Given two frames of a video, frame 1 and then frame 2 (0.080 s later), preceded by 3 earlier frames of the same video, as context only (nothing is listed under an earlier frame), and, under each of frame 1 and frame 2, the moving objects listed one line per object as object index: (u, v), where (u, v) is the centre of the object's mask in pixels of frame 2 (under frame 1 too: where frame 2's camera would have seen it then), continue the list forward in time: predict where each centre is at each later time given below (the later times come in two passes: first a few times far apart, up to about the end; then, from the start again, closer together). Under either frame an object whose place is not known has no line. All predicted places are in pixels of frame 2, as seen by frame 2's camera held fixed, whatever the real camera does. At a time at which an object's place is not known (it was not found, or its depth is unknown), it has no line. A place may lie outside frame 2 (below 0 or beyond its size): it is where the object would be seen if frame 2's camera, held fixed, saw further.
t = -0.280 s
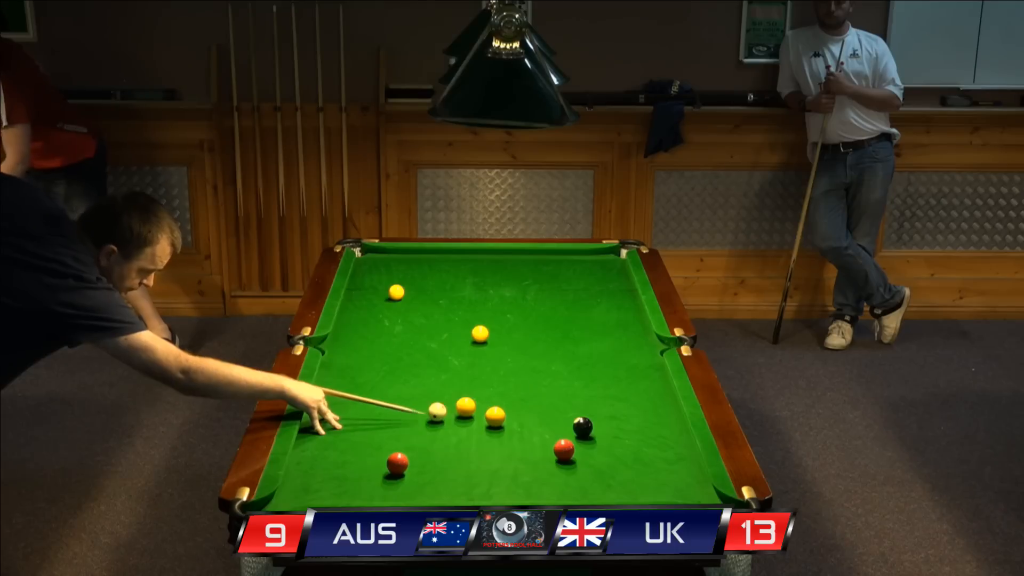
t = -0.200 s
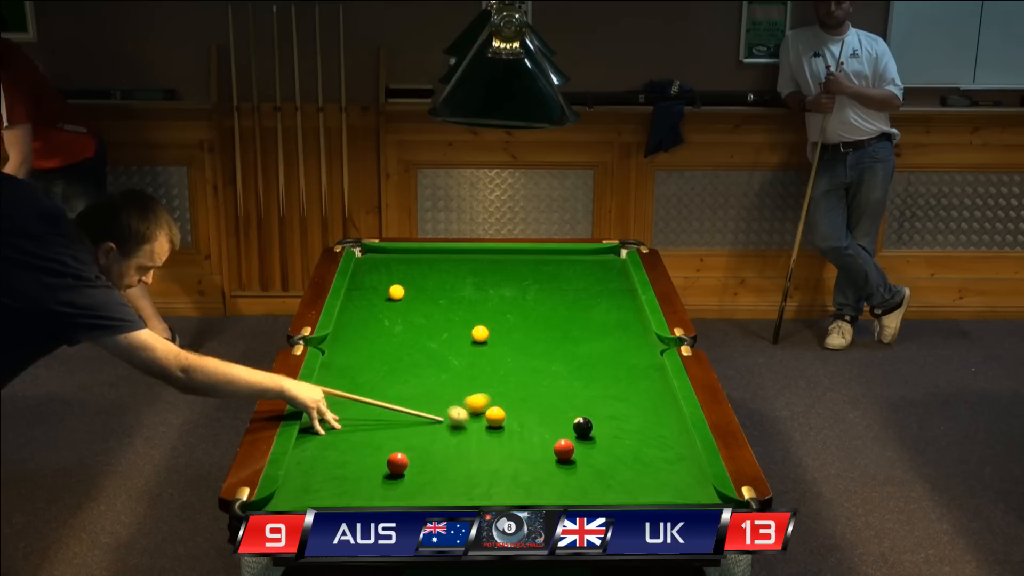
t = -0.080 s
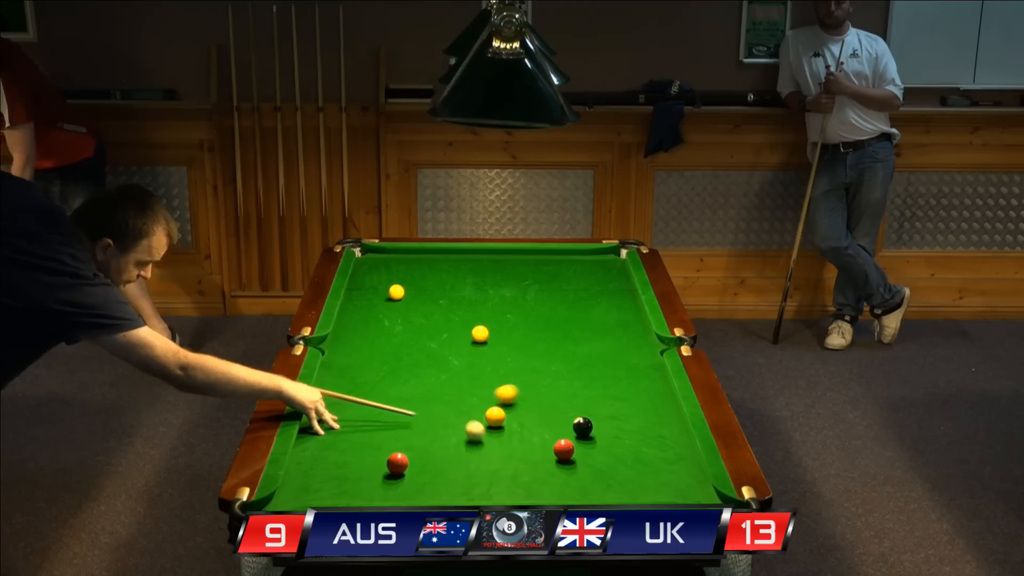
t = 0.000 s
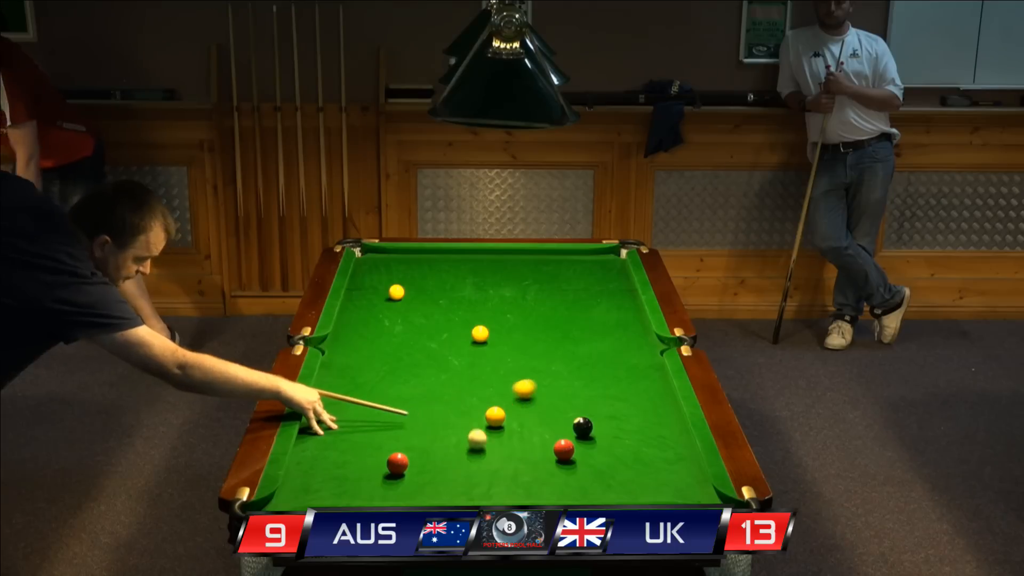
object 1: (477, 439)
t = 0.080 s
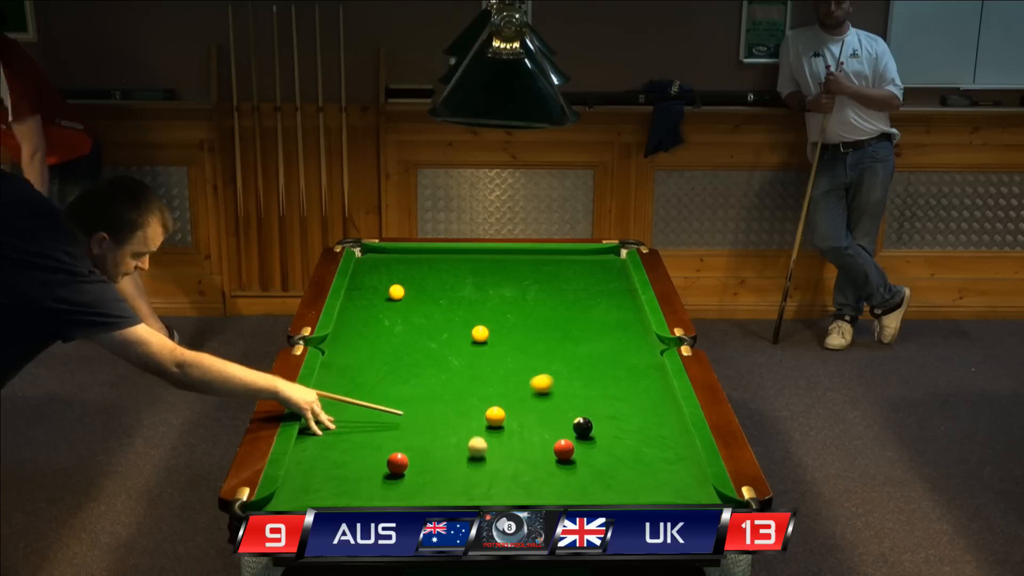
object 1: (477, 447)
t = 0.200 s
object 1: (477, 459)
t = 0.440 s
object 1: (477, 484)
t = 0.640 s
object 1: (476, 495)
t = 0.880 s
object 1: (472, 480)
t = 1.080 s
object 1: (470, 468)
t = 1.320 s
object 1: (467, 454)
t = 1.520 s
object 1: (465, 445)
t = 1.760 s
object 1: (463, 435)
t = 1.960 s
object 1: (462, 428)
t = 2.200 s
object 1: (461, 421)
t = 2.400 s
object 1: (460, 416)
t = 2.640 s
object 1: (460, 411)
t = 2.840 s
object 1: (459, 408)
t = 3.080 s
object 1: (458, 405)
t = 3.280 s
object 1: (457, 403)
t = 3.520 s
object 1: (457, 402)
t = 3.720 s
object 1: (457, 402)
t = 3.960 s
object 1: (457, 402)
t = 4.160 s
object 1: (457, 402)
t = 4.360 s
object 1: (457, 402)
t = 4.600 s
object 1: (457, 402)
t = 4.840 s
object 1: (457, 402)
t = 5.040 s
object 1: (457, 402)
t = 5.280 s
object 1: (457, 402)
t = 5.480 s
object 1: (457, 402)
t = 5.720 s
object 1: (457, 402)
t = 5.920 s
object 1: (457, 402)
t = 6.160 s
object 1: (457, 402)
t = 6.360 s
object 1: (457, 402)
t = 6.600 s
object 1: (457, 402)
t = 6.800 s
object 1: (457, 402)
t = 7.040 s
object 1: (457, 402)
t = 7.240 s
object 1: (457, 403)
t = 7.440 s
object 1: (457, 402)
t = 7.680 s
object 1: (457, 402)
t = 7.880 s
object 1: (457, 403)
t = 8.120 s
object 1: (457, 403)
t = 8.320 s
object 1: (457, 403)
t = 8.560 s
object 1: (457, 403)
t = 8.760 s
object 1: (457, 403)
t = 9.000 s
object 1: (457, 403)
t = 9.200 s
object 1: (457, 403)
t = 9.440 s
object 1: (457, 403)
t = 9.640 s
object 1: (457, 403)
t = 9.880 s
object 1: (457, 403)
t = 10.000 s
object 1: (457, 403)
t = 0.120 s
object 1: (477, 451)
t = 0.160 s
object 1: (477, 455)
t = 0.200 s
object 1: (477, 459)
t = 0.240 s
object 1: (477, 463)
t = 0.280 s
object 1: (478, 467)
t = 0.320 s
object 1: (477, 472)
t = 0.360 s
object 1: (477, 476)
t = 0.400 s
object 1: (477, 479)
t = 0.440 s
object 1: (477, 484)
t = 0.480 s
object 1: (477, 488)
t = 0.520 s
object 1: (477, 491)
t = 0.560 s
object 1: (477, 494)
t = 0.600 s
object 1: (477, 496)
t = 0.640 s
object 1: (476, 495)
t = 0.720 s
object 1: (475, 491)
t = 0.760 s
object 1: (474, 489)
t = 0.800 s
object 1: (473, 486)
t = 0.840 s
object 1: (473, 483)
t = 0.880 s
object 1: (472, 480)
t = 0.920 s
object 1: (472, 478)
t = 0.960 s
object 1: (471, 475)
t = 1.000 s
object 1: (471, 473)
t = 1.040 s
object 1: (470, 470)
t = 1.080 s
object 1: (470, 468)
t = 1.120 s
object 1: (469, 465)
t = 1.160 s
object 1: (469, 463)
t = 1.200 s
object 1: (468, 461)
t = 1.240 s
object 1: (468, 458)
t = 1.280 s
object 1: (467, 456)
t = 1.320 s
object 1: (467, 454)
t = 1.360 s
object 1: (466, 452)
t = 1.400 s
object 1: (466, 450)
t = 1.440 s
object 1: (466, 448)
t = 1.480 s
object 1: (465, 446)
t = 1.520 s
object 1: (465, 445)
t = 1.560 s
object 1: (464, 443)
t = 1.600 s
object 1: (464, 441)
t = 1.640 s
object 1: (464, 440)
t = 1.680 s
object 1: (464, 438)
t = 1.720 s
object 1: (463, 436)
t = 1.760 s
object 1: (463, 435)
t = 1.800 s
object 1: (463, 433)
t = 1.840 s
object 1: (463, 432)
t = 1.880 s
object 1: (462, 431)
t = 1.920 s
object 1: (462, 429)
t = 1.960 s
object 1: (462, 428)
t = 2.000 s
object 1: (462, 427)
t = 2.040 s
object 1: (462, 425)
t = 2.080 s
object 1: (461, 424)
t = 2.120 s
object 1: (461, 423)
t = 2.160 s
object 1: (461, 422)
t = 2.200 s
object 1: (461, 421)
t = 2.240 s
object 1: (461, 419)
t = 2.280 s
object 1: (461, 418)
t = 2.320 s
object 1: (460, 417)
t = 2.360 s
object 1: (460, 417)
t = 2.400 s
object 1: (460, 416)
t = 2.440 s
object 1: (460, 415)
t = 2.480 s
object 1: (460, 414)
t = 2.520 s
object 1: (460, 413)
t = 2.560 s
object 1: (460, 412)
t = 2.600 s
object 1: (460, 411)
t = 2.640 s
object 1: (460, 411)
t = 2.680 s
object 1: (460, 410)
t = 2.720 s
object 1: (459, 409)
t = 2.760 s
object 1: (459, 409)
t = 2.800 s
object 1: (459, 408)
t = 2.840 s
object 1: (459, 408)
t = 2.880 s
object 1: (459, 407)
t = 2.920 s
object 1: (459, 407)
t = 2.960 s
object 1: (458, 406)
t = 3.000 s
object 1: (458, 406)
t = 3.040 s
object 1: (458, 405)
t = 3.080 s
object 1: (458, 405)
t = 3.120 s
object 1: (458, 404)
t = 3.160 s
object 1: (457, 404)
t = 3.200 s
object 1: (457, 404)
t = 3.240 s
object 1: (457, 404)
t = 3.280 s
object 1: (457, 403)
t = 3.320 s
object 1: (457, 403)
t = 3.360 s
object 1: (457, 403)
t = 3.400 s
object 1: (457, 403)
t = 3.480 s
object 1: (457, 403)
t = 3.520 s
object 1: (457, 402)
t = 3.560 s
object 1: (457, 402)
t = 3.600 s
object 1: (456, 402)
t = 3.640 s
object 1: (456, 402)
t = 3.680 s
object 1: (457, 402)
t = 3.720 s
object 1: (457, 402)
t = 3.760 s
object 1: (457, 402)
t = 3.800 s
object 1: (457, 402)
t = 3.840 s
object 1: (457, 402)
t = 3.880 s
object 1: (457, 402)
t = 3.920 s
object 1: (457, 402)
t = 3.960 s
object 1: (457, 402)
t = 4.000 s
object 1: (457, 402)
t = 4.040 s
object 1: (457, 402)
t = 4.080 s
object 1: (457, 402)
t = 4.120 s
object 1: (457, 402)
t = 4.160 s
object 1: (457, 402)
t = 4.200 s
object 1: (457, 402)
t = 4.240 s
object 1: (457, 402)
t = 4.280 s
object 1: (457, 402)
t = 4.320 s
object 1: (457, 402)
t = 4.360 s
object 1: (457, 402)
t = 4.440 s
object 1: (457, 402)
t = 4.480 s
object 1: (457, 402)
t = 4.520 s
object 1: (457, 402)
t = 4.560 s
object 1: (457, 402)
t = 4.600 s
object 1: (457, 402)
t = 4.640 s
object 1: (457, 402)
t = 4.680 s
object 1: (457, 402)
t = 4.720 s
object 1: (457, 402)
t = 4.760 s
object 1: (457, 402)
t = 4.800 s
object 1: (457, 402)
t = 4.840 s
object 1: (457, 402)
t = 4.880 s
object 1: (457, 402)
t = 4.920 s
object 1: (457, 402)
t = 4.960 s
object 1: (457, 402)
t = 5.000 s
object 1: (457, 402)
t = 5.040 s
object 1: (457, 402)
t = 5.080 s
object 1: (457, 402)
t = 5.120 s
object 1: (457, 402)
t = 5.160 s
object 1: (457, 402)
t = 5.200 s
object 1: (457, 402)
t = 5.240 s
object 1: (457, 402)
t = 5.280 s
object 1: (457, 402)
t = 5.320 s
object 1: (457, 402)
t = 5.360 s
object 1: (457, 402)
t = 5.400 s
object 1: (457, 402)
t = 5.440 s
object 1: (457, 402)
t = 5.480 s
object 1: (457, 402)
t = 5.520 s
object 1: (457, 402)
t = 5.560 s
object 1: (457, 402)
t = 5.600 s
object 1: (457, 402)
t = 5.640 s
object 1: (457, 402)
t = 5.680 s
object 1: (457, 402)
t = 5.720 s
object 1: (457, 402)
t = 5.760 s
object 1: (457, 402)
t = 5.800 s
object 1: (457, 402)
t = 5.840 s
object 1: (457, 402)
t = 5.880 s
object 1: (457, 402)
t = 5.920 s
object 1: (457, 402)
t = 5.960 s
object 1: (457, 402)
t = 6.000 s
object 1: (457, 402)
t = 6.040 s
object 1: (457, 402)
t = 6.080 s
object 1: (457, 402)
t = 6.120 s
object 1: (457, 402)
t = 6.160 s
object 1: (457, 402)
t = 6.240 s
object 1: (457, 402)
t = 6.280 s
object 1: (457, 402)
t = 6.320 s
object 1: (457, 402)
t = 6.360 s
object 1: (457, 402)
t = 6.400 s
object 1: (457, 402)
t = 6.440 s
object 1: (457, 402)
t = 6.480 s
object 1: (457, 402)
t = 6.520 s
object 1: (457, 402)
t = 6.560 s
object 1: (457, 402)
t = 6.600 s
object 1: (457, 402)
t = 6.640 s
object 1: (457, 402)
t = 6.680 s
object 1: (457, 402)
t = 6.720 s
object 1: (457, 402)
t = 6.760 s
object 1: (457, 402)
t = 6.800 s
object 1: (457, 402)
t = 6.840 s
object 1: (457, 402)
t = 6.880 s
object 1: (457, 402)
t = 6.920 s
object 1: (457, 402)
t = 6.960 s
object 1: (457, 402)
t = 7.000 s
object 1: (457, 402)
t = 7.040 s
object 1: (457, 402)
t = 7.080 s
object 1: (457, 402)
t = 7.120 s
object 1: (457, 402)
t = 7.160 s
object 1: (457, 402)
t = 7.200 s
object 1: (457, 402)
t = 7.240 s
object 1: (457, 403)
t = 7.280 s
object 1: (457, 402)
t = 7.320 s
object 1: (457, 402)
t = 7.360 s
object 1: (457, 402)
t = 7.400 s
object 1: (457, 402)
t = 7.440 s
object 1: (457, 402)
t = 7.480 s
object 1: (457, 402)
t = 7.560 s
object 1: (457, 402)
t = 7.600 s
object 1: (457, 402)
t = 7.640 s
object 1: (457, 402)
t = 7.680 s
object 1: (457, 402)
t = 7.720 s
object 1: (457, 403)
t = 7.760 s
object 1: (457, 402)
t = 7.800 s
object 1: (457, 403)
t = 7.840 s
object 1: (457, 403)
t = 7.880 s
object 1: (457, 403)
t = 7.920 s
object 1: (457, 403)
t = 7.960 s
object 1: (457, 402)
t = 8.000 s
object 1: (457, 403)
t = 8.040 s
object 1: (457, 402)
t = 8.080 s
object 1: (457, 402)
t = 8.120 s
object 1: (457, 403)
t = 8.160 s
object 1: (457, 403)
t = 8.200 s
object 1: (457, 402)
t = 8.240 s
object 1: (457, 402)
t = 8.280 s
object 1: (457, 403)
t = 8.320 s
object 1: (457, 403)
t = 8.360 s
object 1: (457, 403)
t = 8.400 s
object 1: (457, 403)
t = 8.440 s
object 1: (457, 403)
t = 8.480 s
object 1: (457, 403)
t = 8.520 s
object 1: (457, 403)
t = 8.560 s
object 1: (457, 403)
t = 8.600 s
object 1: (457, 403)
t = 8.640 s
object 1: (457, 403)
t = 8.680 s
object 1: (457, 403)
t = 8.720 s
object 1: (457, 403)
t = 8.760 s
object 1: (457, 403)
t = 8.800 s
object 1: (457, 403)
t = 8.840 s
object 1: (457, 403)
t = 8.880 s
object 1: (457, 403)
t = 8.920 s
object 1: (457, 403)
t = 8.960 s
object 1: (457, 403)
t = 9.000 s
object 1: (457, 403)
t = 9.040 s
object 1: (457, 403)
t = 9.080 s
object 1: (457, 403)
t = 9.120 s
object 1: (457, 403)
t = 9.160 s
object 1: (457, 403)
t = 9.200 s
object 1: (457, 403)
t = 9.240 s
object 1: (457, 403)
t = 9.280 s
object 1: (457, 403)
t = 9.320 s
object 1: (457, 403)
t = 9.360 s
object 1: (457, 403)
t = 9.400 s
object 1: (457, 403)
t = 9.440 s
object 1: (457, 403)
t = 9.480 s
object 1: (457, 403)
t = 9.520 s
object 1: (457, 403)
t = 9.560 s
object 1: (457, 403)
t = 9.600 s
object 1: (457, 403)
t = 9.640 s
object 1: (457, 403)
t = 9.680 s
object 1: (457, 403)
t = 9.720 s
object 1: (457, 403)
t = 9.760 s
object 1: (457, 403)
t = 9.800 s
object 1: (457, 403)
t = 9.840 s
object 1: (457, 403)
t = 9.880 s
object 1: (457, 403)
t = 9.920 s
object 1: (457, 403)
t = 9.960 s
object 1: (457, 403)
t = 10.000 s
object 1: (457, 403)
